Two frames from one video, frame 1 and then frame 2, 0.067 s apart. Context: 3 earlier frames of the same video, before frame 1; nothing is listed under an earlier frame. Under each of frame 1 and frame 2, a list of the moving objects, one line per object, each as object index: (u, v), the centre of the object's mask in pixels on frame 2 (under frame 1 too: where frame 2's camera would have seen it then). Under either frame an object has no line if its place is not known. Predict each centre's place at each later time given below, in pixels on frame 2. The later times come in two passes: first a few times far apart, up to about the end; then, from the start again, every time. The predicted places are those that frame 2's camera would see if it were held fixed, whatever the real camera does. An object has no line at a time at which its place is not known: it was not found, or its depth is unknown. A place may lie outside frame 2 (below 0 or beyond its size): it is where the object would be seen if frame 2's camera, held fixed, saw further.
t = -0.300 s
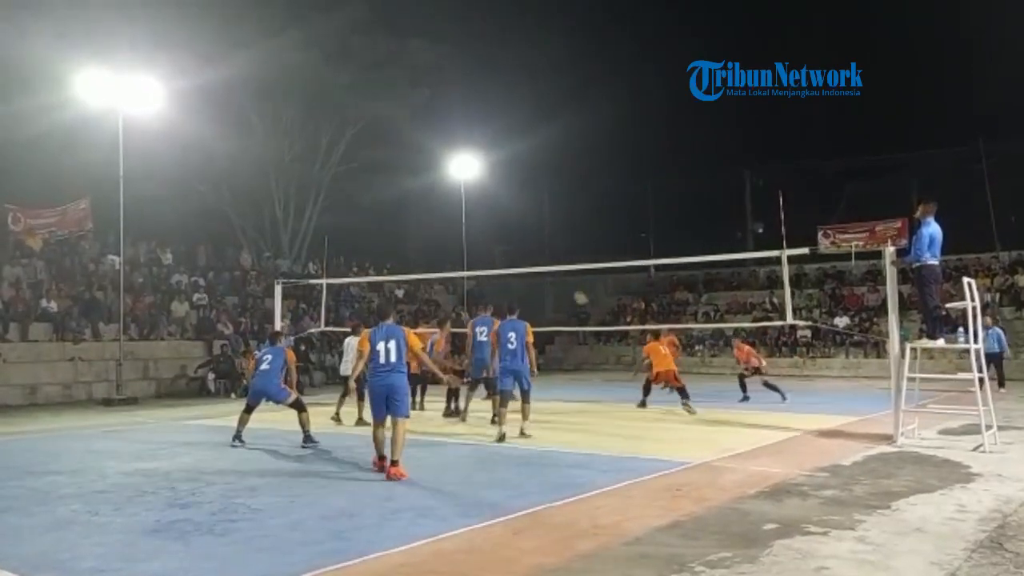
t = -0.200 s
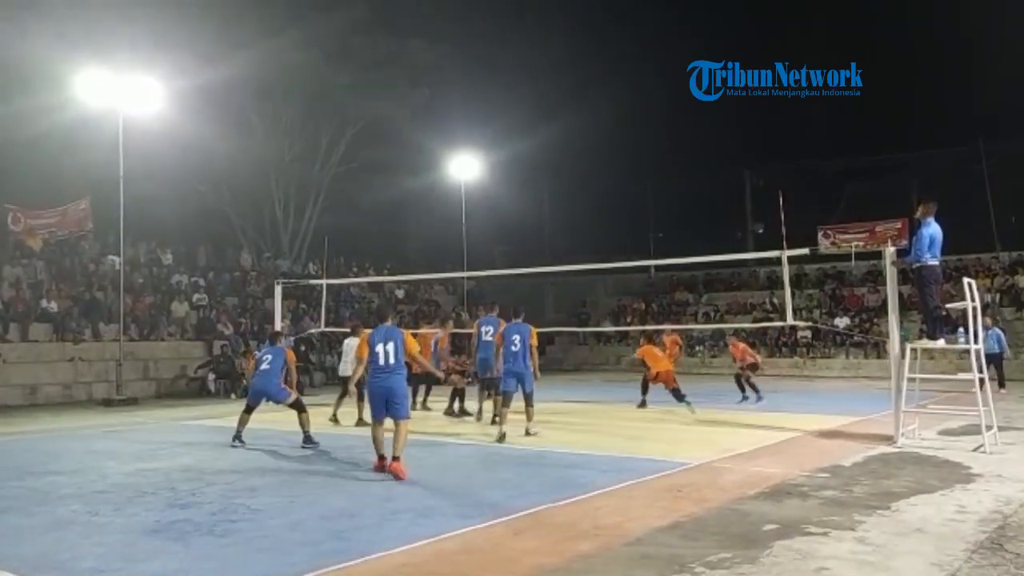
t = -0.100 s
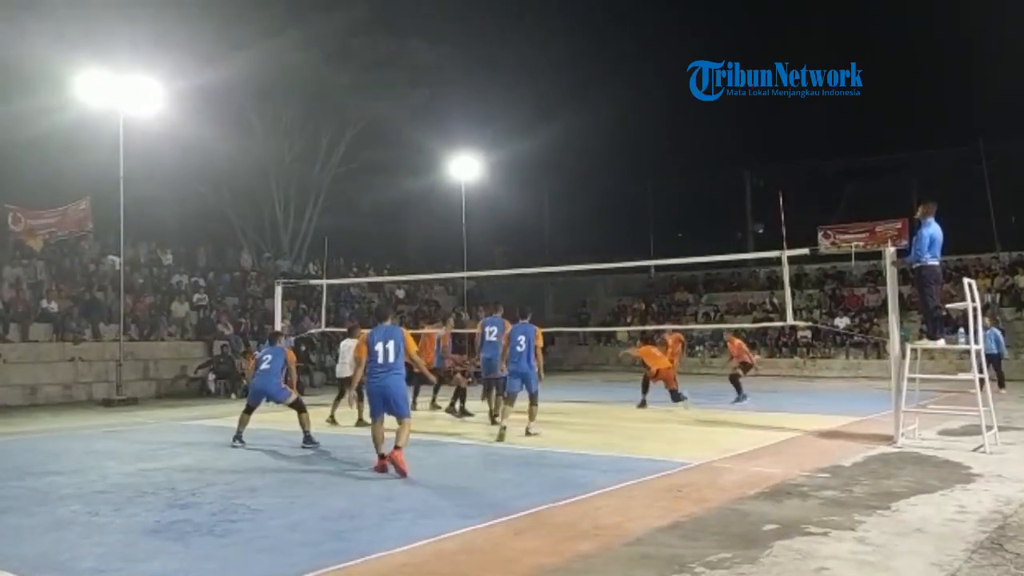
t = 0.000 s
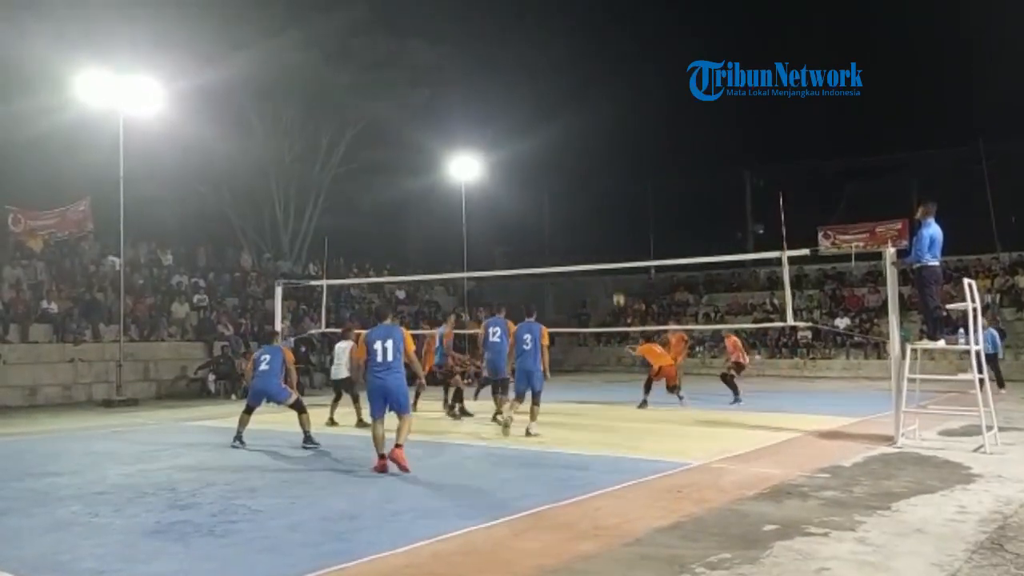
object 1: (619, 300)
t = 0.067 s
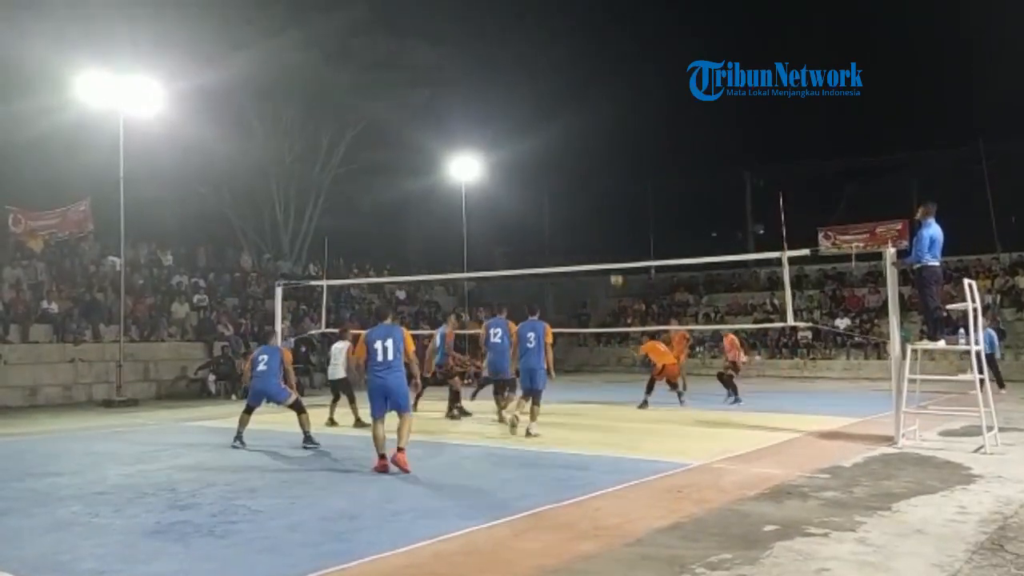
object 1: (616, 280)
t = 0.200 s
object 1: (611, 246)
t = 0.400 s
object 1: (605, 212)
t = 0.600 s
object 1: (599, 200)
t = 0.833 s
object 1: (593, 211)
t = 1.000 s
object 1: (588, 235)
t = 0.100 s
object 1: (615, 272)
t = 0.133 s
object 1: (613, 260)
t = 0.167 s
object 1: (612, 254)
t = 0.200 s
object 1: (611, 246)
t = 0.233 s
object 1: (610, 239)
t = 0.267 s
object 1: (608, 232)
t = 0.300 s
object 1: (608, 227)
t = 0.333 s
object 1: (607, 221)
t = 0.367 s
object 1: (606, 216)
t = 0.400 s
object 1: (605, 212)
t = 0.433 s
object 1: (604, 209)
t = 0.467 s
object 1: (603, 206)
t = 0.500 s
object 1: (602, 204)
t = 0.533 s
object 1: (601, 203)
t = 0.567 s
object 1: (600, 201)
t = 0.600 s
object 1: (599, 200)
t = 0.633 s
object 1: (598, 200)
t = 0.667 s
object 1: (597, 200)
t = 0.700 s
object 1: (596, 201)
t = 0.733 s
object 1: (595, 203)
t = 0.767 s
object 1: (594, 205)
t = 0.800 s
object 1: (594, 208)
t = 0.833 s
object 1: (593, 211)
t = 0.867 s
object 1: (592, 215)
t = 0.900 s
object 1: (591, 219)
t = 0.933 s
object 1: (590, 224)
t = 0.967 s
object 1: (589, 229)
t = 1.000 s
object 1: (588, 235)
